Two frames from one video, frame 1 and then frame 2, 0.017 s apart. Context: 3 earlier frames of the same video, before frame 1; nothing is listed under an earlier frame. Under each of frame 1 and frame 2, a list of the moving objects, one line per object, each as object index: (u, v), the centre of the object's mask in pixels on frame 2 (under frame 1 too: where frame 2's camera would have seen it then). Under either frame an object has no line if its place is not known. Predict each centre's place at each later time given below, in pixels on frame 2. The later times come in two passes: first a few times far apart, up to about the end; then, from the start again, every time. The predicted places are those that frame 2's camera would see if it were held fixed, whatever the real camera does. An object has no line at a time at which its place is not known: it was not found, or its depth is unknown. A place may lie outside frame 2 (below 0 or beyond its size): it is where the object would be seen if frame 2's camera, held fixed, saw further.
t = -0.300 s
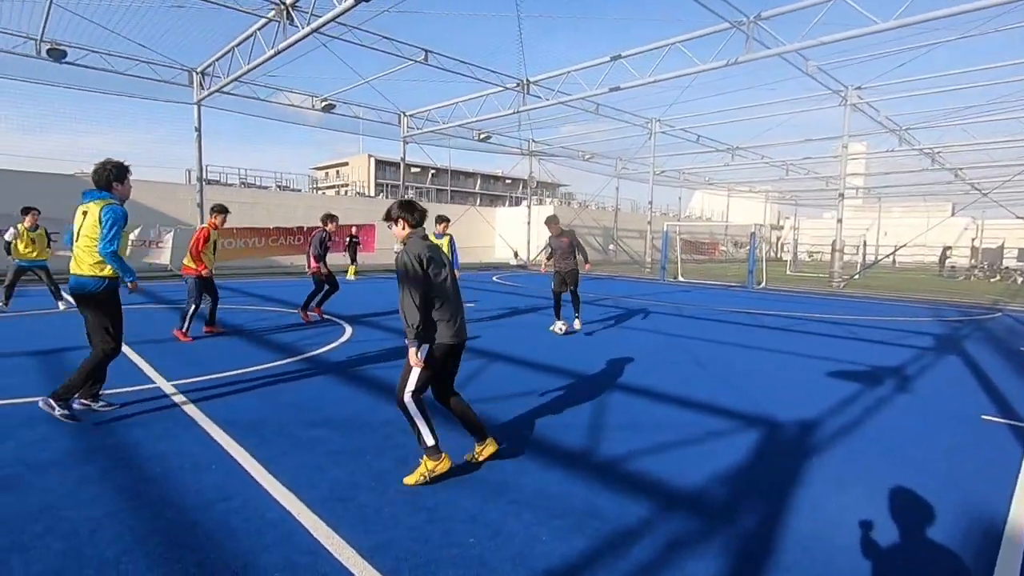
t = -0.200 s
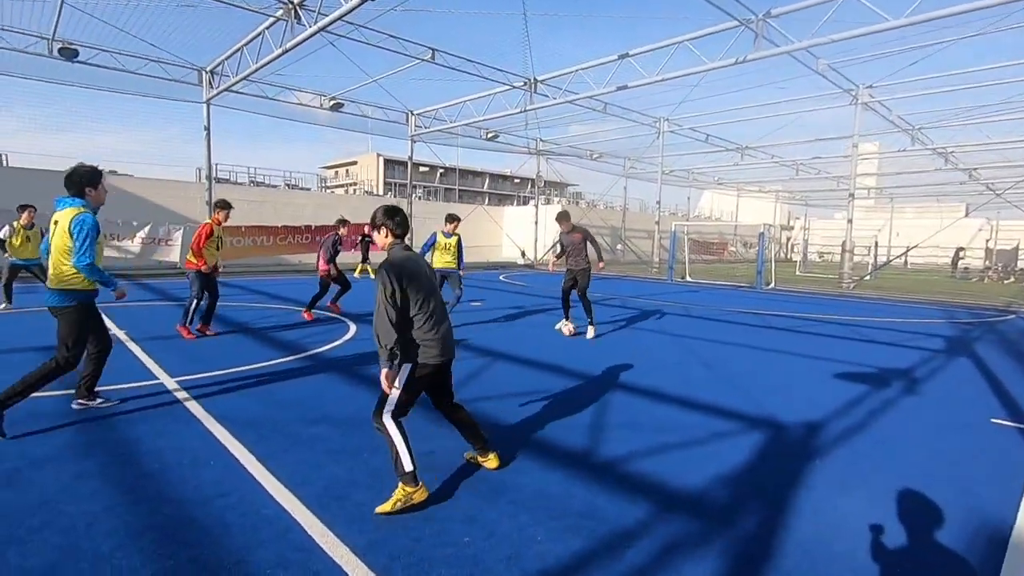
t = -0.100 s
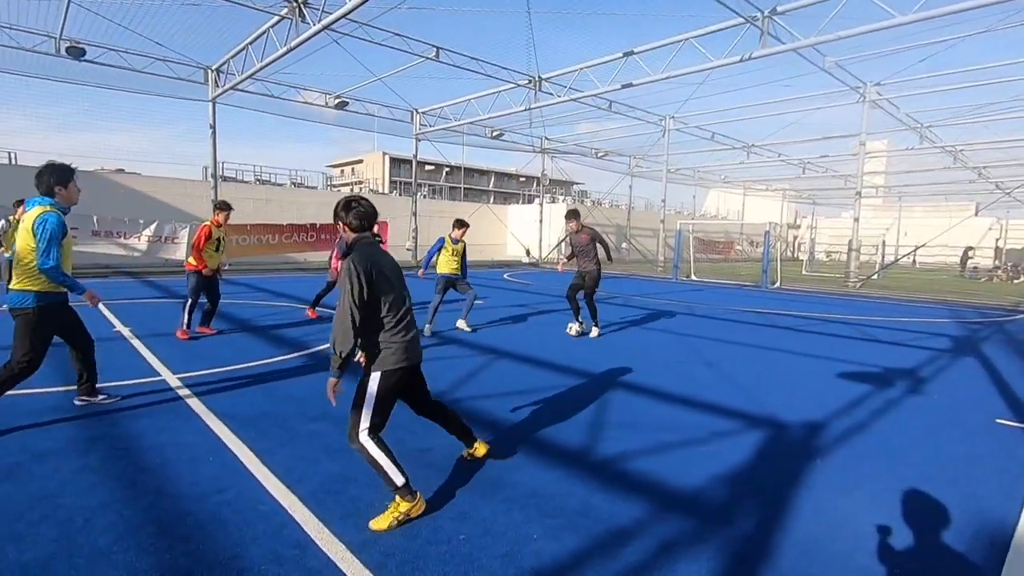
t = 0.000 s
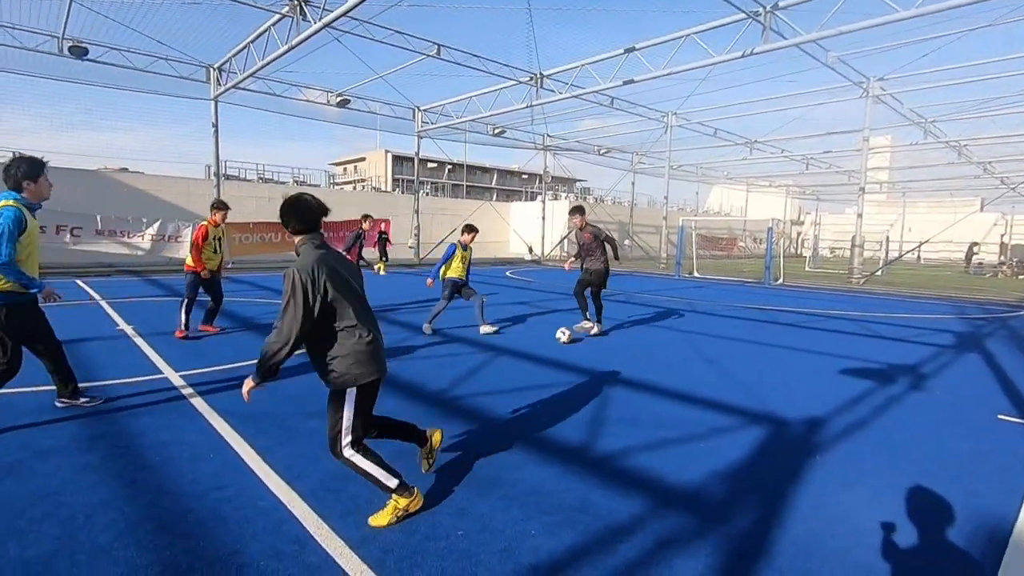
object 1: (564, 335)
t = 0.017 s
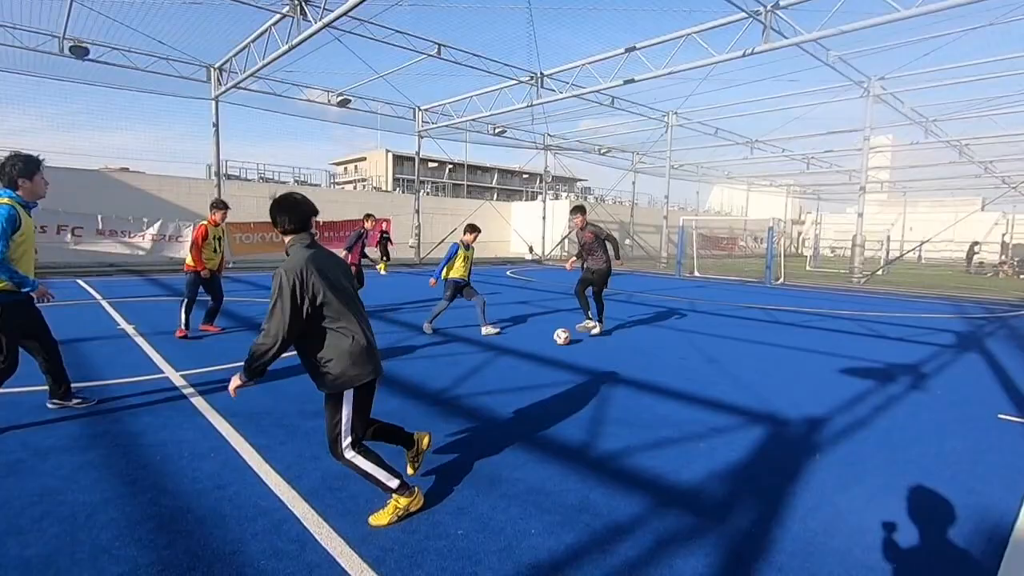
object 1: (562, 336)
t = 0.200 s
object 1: (533, 358)
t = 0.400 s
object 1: (491, 388)
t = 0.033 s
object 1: (559, 338)
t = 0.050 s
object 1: (557, 340)
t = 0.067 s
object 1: (554, 342)
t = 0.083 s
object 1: (552, 343)
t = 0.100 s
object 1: (549, 345)
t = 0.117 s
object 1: (546, 348)
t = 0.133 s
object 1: (544, 349)
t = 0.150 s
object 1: (541, 351)
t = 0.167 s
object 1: (538, 353)
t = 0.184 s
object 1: (536, 355)
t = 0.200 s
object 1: (533, 358)
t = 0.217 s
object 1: (530, 360)
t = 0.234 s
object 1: (527, 361)
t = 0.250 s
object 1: (523, 364)
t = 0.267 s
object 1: (520, 367)
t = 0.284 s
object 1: (516, 369)
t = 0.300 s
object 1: (513, 372)
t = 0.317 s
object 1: (509, 375)
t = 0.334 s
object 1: (506, 377)
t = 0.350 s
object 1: (502, 380)
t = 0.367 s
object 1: (499, 383)
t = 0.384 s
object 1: (495, 386)
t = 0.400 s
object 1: (491, 388)
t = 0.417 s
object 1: (486, 391)
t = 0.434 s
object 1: (483, 394)
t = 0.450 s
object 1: (478, 397)
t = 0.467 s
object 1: (474, 400)
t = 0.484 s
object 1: (470, 403)
